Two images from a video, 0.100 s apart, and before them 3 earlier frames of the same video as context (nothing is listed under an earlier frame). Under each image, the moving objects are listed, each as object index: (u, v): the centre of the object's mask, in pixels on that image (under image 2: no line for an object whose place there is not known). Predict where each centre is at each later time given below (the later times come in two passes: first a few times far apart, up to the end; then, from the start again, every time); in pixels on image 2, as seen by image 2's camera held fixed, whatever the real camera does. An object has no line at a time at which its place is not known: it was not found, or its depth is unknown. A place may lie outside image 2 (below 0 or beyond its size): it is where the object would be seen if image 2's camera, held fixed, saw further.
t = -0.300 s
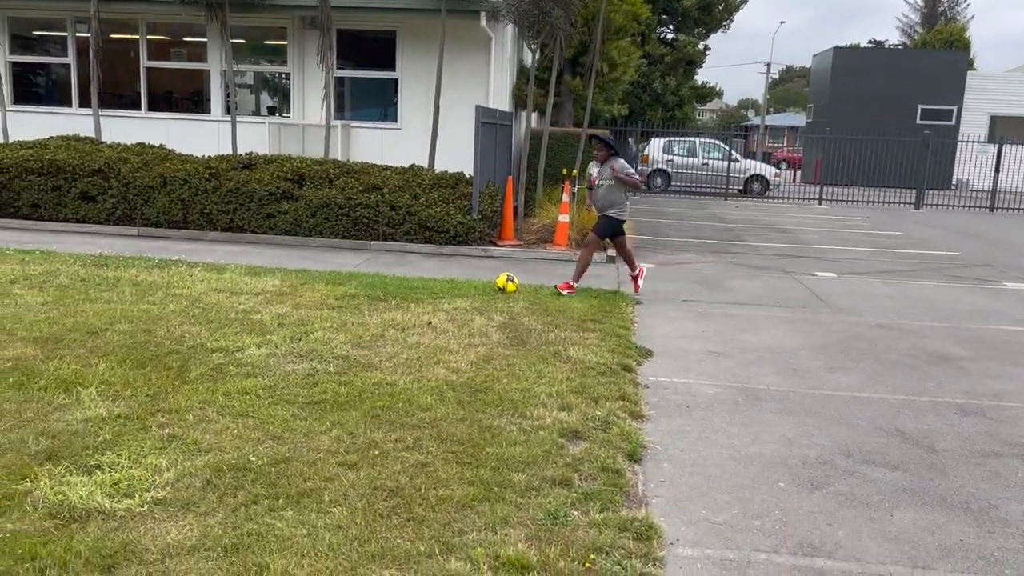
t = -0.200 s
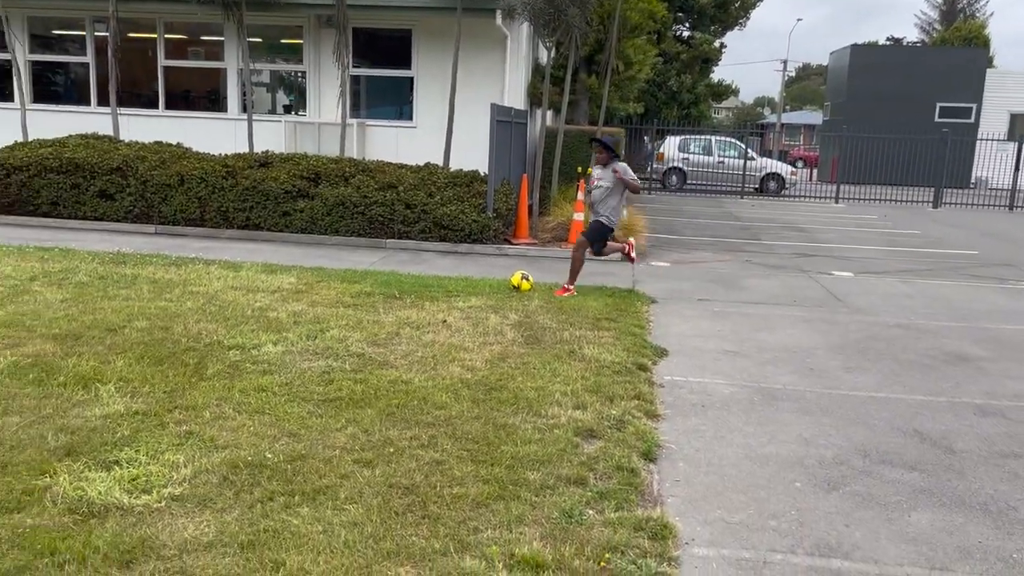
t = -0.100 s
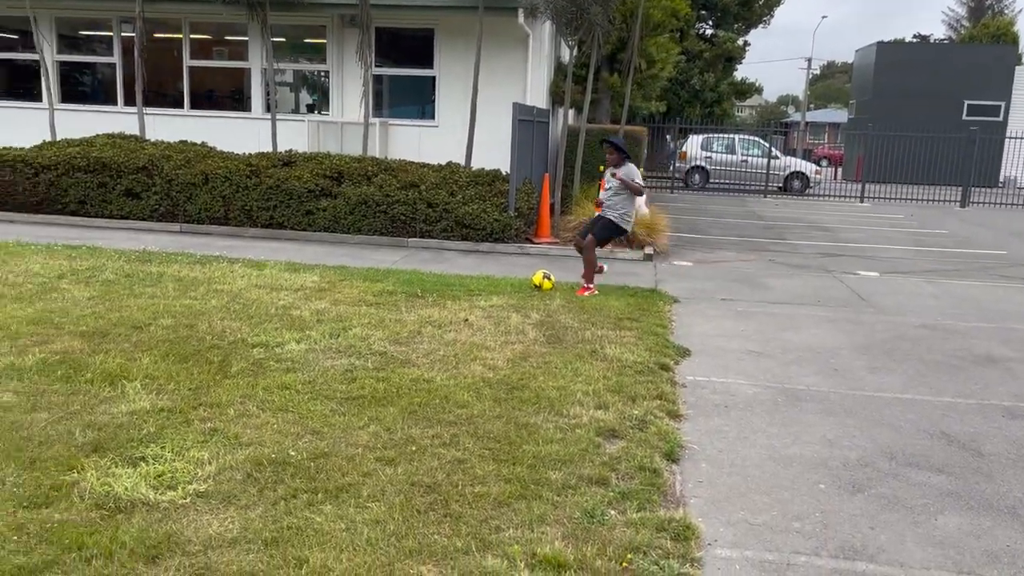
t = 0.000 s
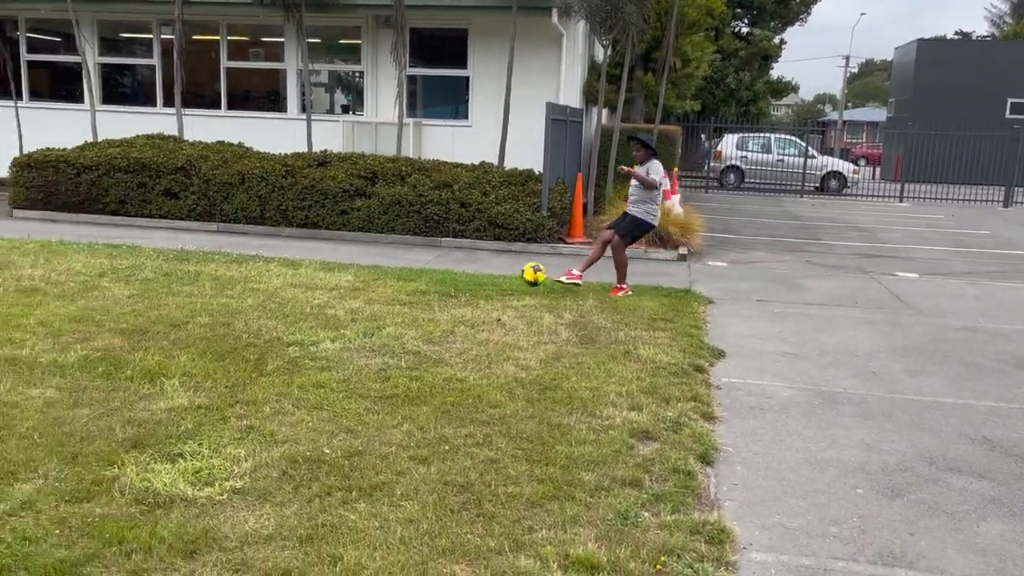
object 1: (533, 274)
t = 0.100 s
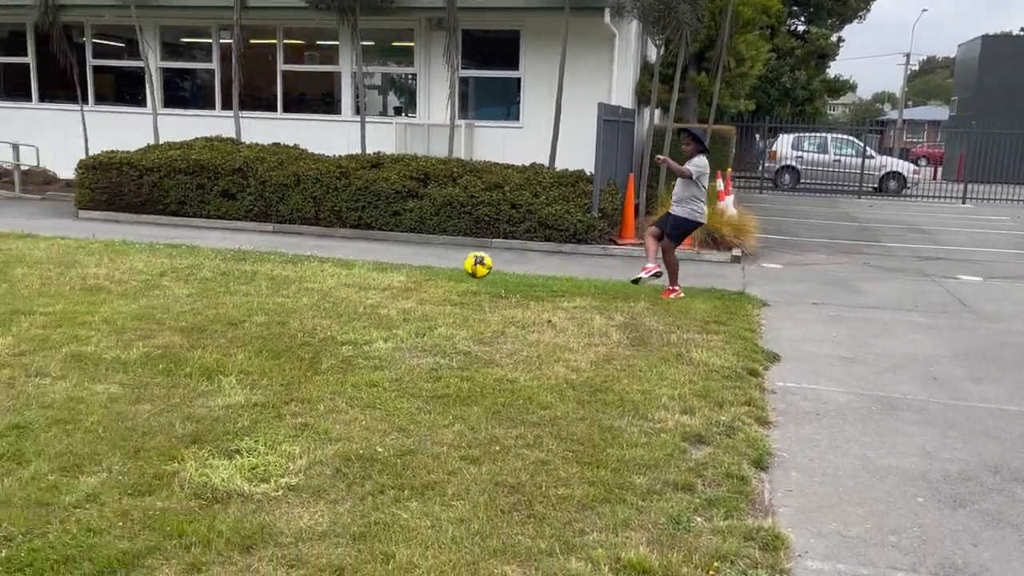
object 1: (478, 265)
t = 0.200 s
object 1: (342, 265)
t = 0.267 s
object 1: (229, 274)
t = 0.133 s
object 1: (437, 263)
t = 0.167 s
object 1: (391, 263)
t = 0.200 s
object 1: (342, 265)
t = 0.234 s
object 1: (289, 269)
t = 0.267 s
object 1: (229, 274)
